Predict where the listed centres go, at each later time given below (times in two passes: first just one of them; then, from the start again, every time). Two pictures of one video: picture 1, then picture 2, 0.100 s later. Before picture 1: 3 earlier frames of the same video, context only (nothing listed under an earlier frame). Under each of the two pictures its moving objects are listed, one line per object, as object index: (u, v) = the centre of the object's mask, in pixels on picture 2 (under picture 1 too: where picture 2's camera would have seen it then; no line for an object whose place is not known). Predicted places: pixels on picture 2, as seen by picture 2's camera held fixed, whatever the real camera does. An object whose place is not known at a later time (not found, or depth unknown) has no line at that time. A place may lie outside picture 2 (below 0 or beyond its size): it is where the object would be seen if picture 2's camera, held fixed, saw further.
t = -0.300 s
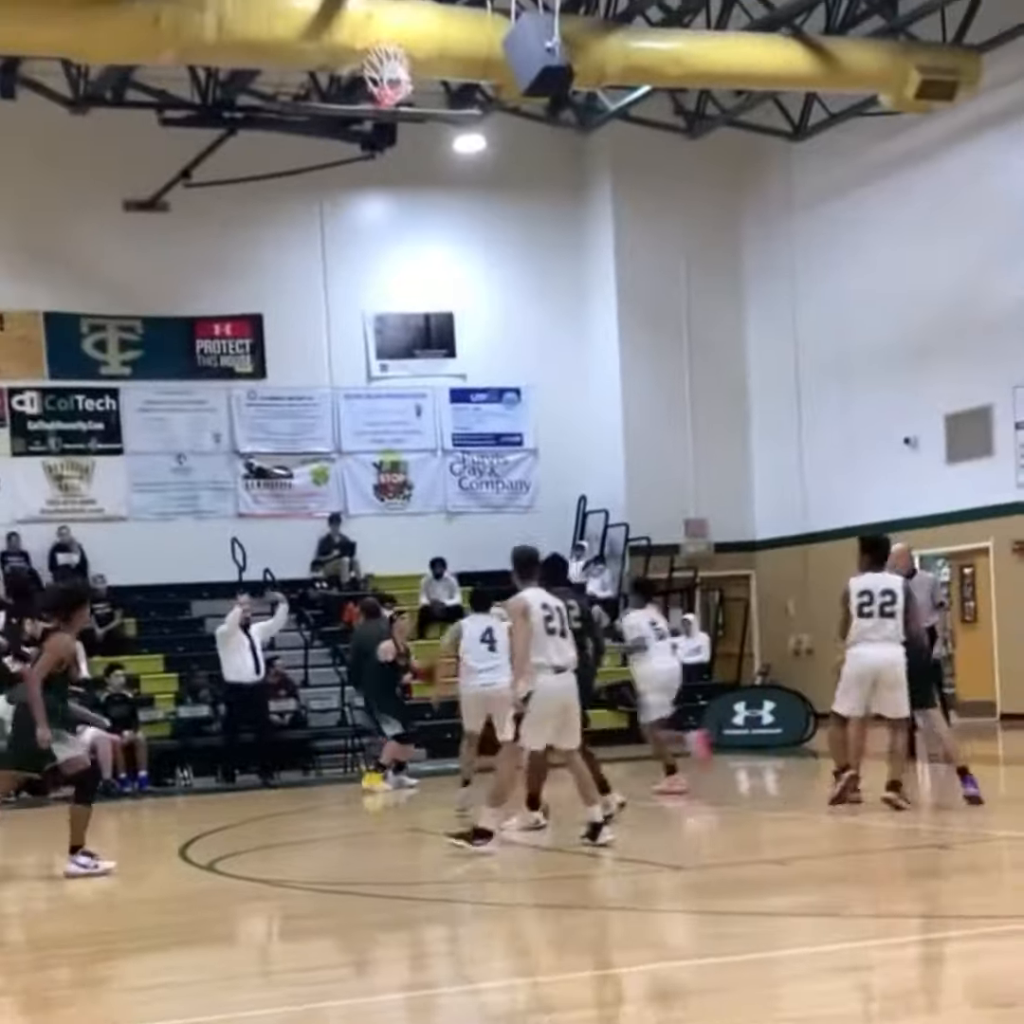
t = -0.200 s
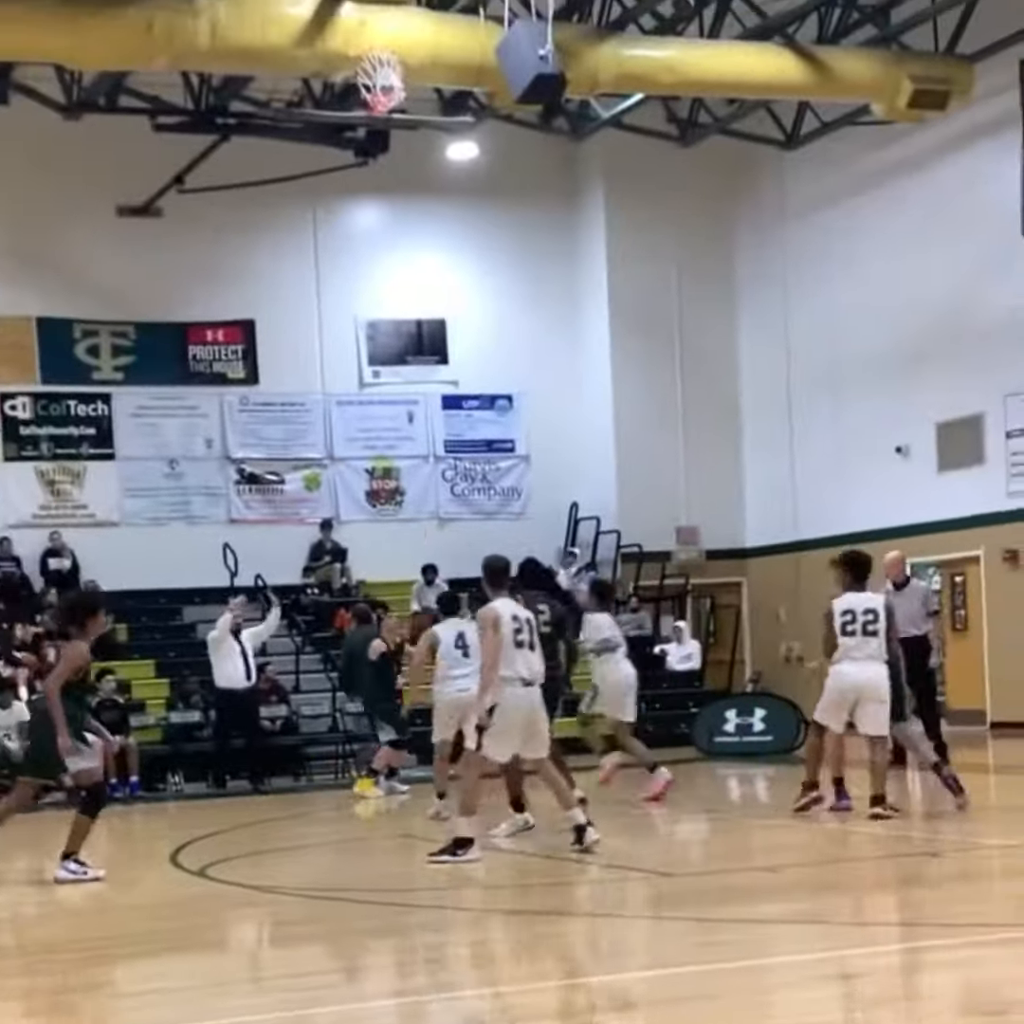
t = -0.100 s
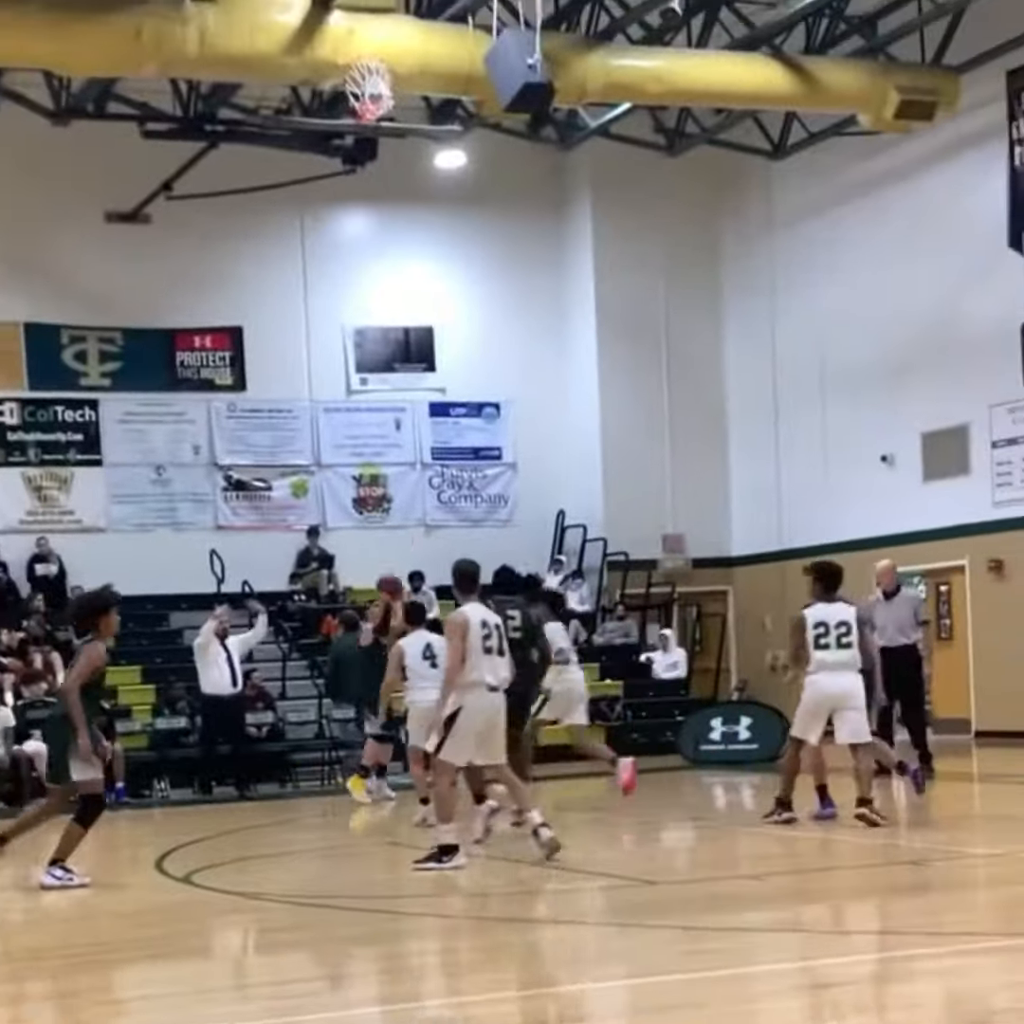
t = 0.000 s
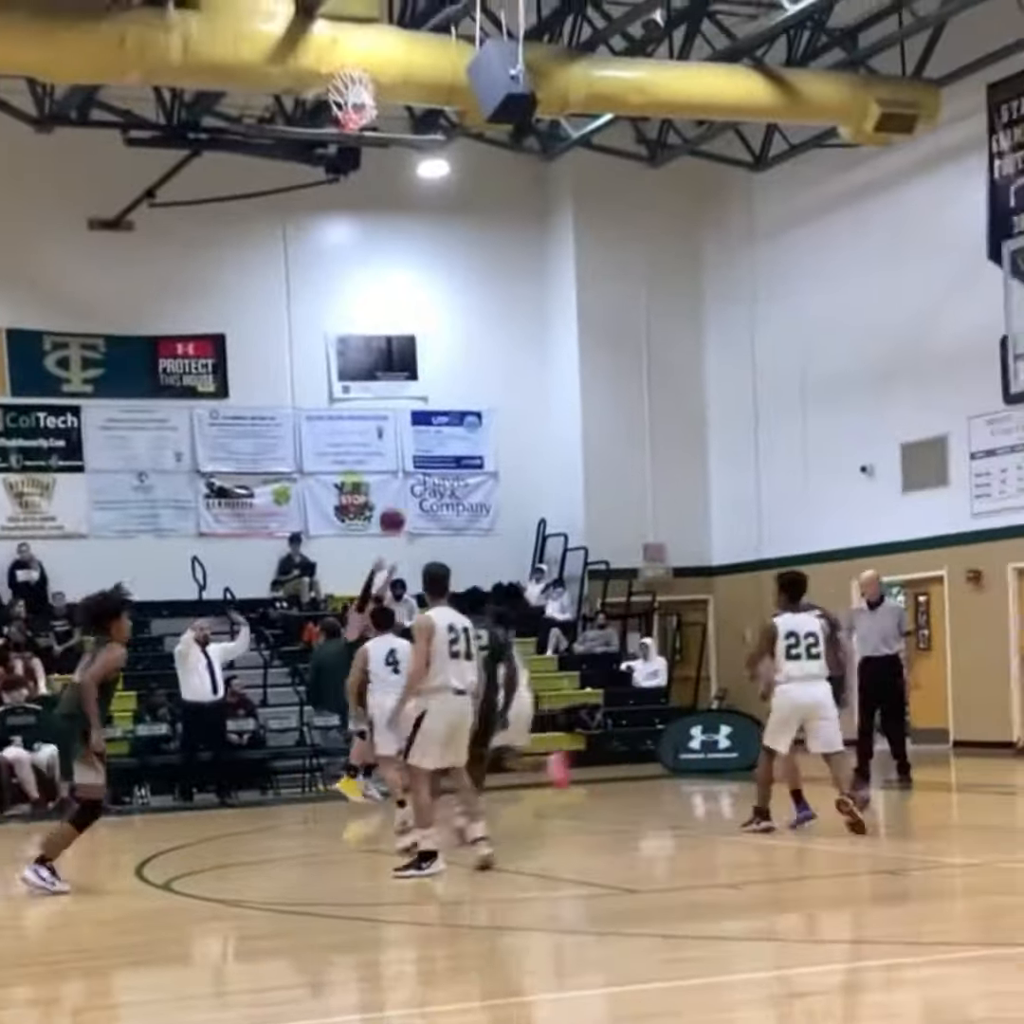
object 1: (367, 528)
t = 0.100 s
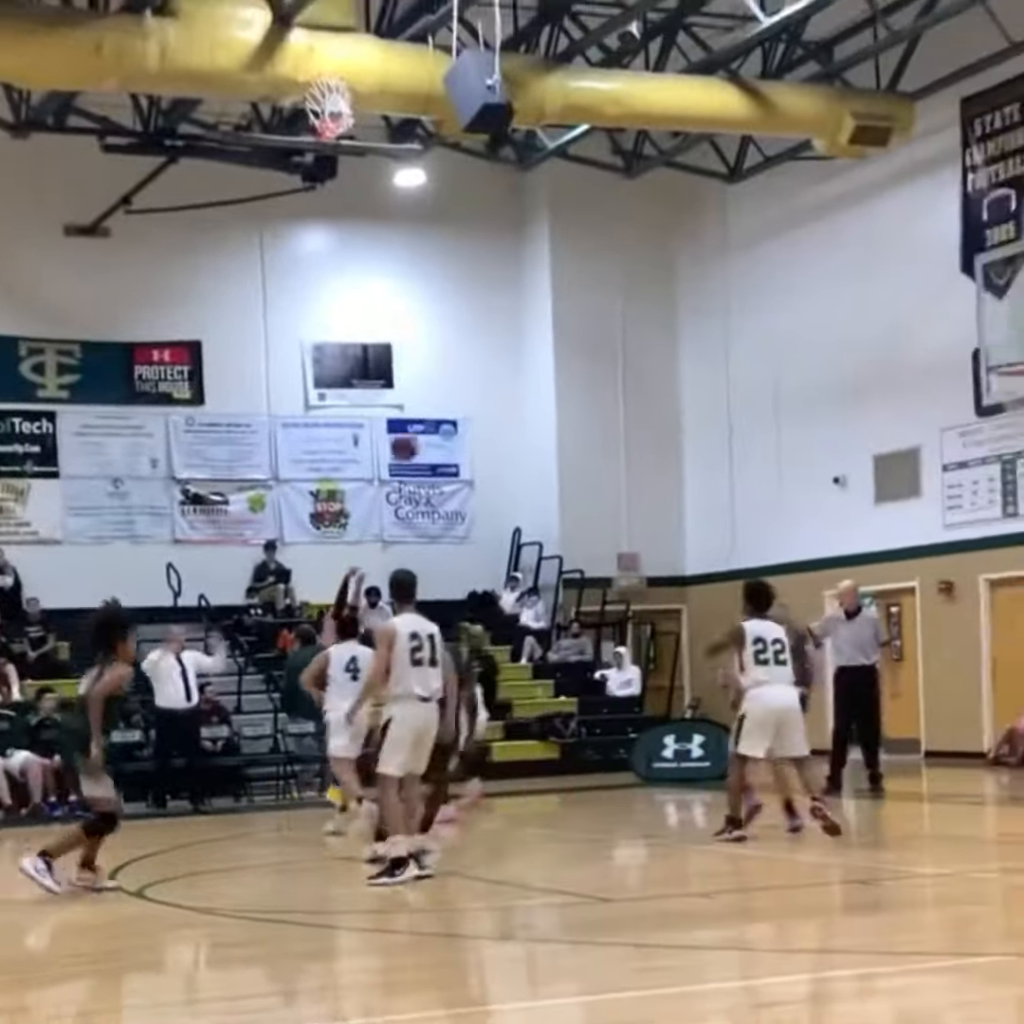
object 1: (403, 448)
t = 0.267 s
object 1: (468, 337)
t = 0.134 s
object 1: (416, 424)
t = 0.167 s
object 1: (428, 400)
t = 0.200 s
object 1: (441, 378)
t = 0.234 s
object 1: (455, 357)
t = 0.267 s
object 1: (468, 337)
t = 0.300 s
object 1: (481, 319)
